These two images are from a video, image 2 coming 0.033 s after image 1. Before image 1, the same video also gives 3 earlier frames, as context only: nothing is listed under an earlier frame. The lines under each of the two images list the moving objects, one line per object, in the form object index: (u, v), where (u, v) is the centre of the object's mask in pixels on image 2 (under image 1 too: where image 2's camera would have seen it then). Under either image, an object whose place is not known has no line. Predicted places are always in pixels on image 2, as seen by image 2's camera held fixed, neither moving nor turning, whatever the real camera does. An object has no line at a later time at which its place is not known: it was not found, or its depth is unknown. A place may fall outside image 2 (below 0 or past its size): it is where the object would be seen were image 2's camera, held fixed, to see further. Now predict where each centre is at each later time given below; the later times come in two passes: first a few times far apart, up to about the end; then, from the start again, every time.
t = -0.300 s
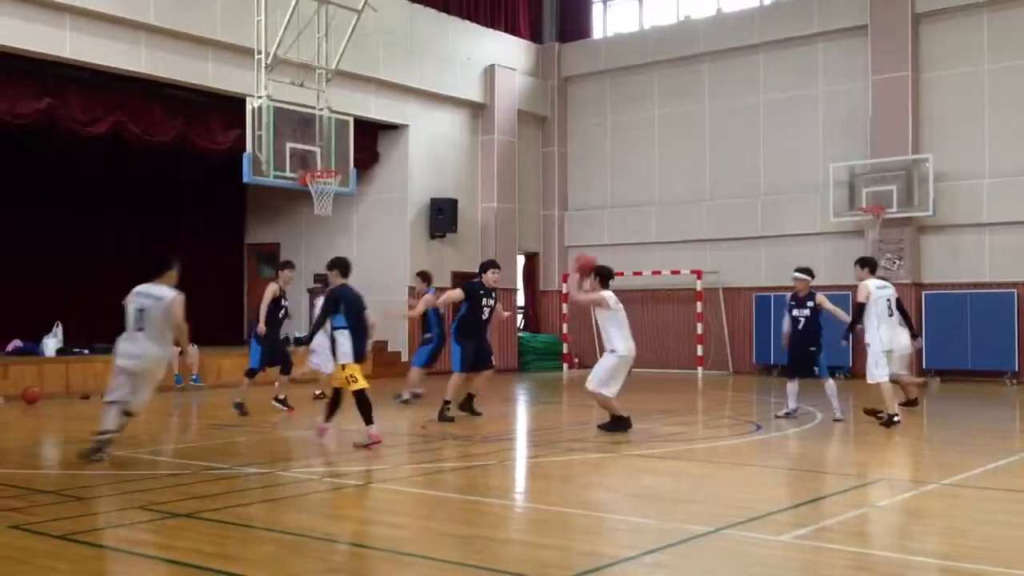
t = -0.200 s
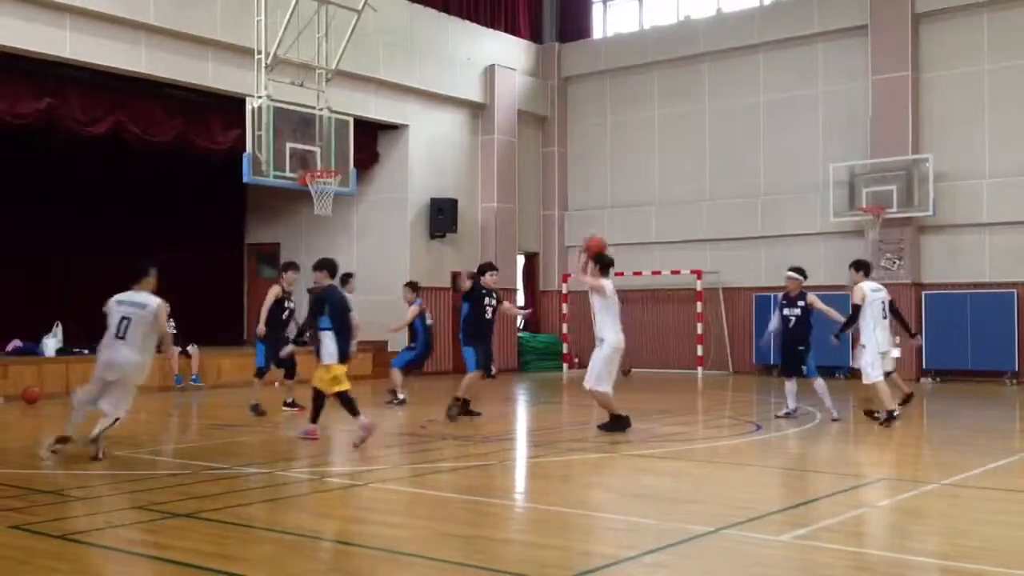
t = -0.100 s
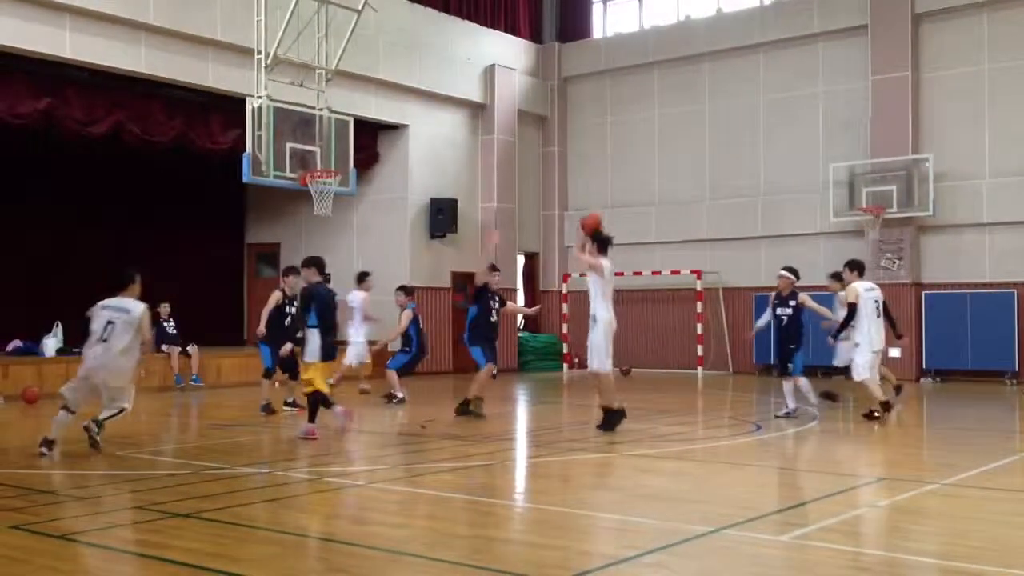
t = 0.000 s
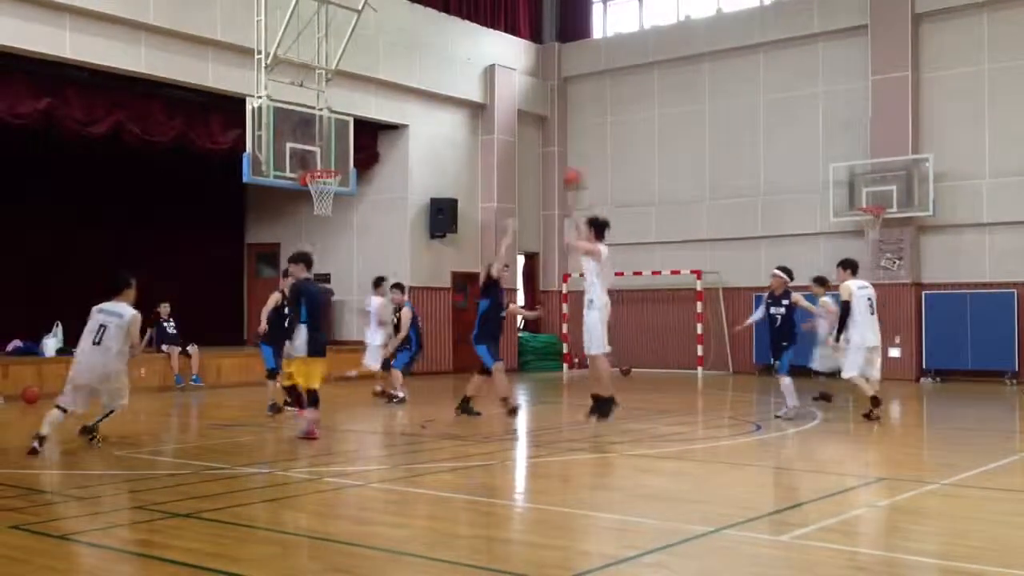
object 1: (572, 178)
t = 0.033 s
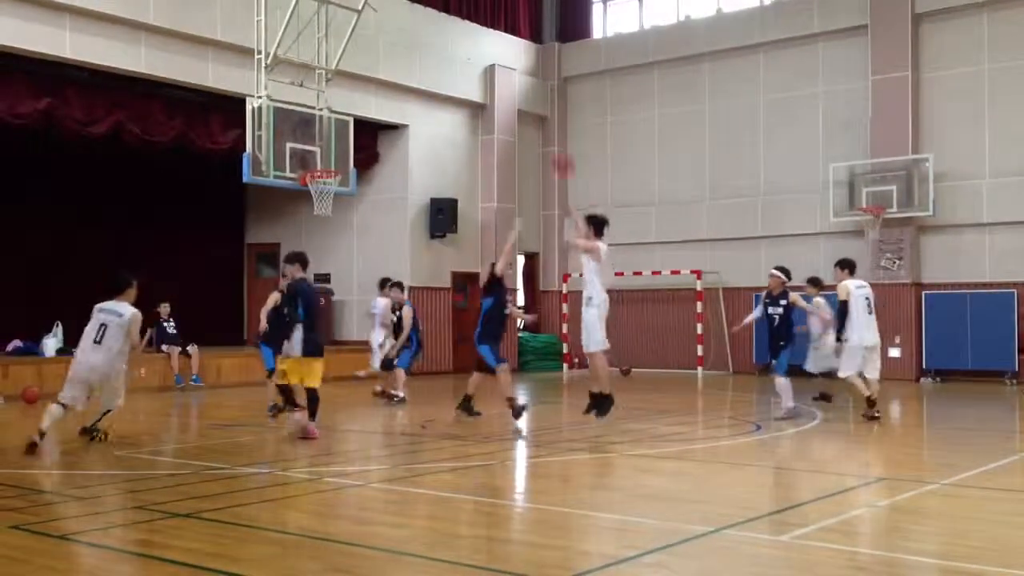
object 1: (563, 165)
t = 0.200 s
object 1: (515, 92)
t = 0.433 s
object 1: (456, 40)
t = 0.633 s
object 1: (410, 35)
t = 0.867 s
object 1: (360, 68)
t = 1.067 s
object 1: (322, 127)
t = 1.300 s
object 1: (299, 132)
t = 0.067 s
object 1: (554, 142)
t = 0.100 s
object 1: (543, 128)
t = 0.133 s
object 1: (535, 115)
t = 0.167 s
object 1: (525, 104)
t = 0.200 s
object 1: (515, 92)
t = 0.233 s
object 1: (506, 81)
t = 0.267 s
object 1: (497, 71)
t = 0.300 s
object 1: (489, 64)
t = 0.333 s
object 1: (480, 55)
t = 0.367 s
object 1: (471, 49)
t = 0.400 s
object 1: (464, 44)
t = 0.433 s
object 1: (456, 40)
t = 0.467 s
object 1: (448, 37)
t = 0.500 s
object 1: (440, 35)
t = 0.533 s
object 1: (433, 34)
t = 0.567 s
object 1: (424, 34)
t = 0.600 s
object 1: (417, 34)
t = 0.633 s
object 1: (410, 35)
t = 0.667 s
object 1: (403, 37)
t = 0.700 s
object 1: (395, 40)
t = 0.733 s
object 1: (388, 44)
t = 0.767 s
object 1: (381, 49)
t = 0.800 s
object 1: (374, 55)
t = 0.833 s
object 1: (367, 61)
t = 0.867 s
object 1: (360, 68)
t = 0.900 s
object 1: (352, 76)
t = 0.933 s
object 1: (346, 85)
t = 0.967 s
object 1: (341, 93)
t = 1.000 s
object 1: (334, 104)
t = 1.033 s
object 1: (326, 116)
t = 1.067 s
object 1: (322, 127)
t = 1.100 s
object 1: (313, 138)
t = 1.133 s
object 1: (311, 149)
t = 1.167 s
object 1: (301, 160)
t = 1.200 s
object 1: (301, 155)
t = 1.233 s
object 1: (298, 145)
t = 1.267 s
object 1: (298, 136)
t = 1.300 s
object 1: (299, 132)
